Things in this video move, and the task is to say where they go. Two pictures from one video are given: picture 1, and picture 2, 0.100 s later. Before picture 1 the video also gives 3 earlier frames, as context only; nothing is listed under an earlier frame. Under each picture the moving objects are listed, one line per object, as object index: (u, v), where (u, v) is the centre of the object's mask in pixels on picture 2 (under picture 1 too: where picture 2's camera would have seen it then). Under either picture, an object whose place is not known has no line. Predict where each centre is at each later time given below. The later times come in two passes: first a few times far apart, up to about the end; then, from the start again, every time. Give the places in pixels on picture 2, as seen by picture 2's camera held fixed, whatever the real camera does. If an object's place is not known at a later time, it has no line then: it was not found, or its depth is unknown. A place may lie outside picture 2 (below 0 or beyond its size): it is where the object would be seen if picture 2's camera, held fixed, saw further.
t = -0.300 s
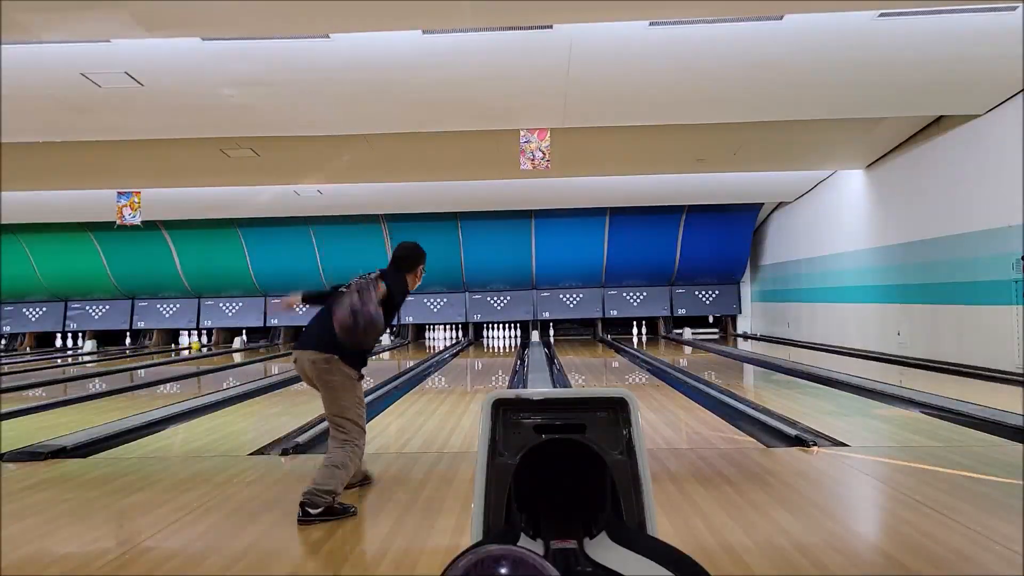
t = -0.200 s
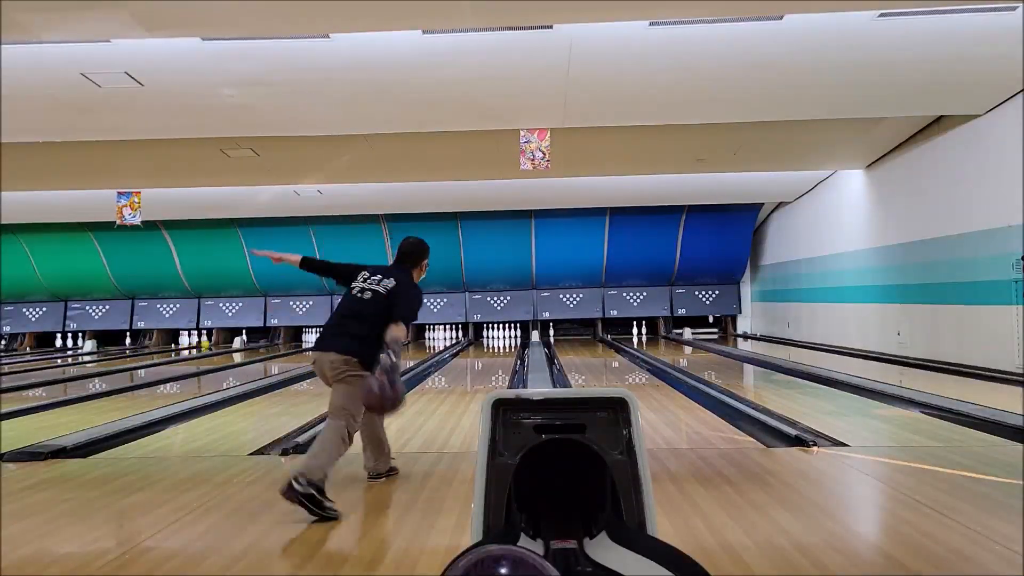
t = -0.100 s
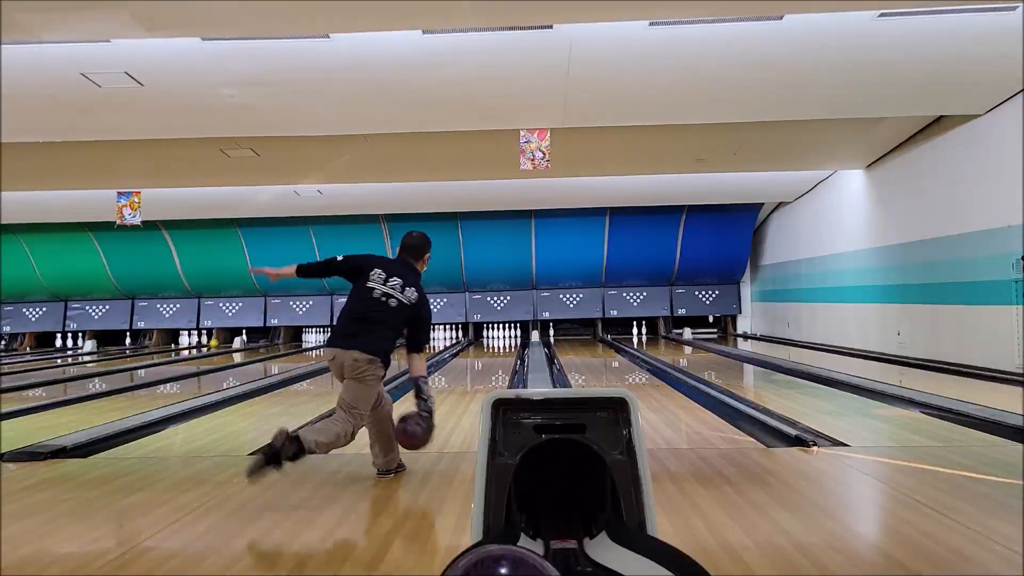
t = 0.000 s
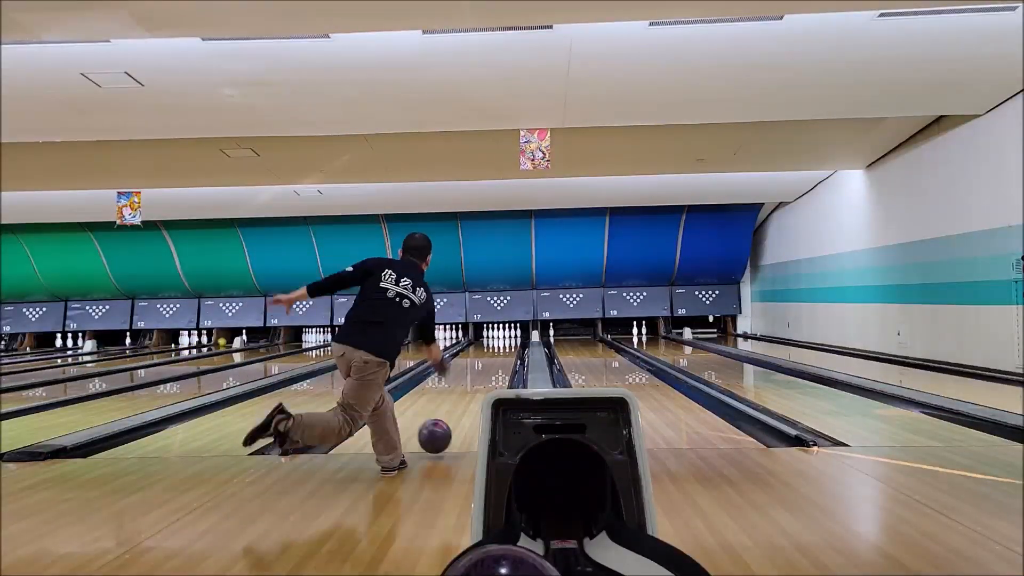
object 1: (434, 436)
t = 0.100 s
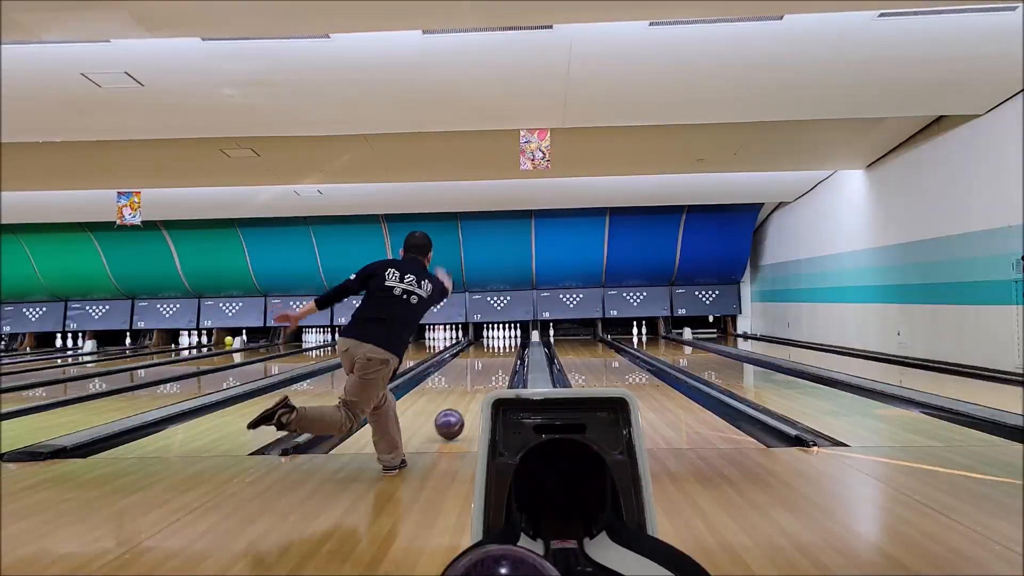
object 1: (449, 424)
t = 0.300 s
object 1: (469, 401)
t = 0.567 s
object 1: (486, 381)
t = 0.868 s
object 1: (498, 367)
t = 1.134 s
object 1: (504, 358)
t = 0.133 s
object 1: (453, 420)
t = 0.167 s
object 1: (457, 416)
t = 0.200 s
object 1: (460, 412)
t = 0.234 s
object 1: (464, 408)
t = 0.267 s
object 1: (467, 404)
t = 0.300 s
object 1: (469, 401)
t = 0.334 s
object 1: (472, 398)
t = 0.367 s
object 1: (474, 395)
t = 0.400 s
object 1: (476, 392)
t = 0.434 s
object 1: (479, 389)
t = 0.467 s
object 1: (481, 387)
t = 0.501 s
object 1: (483, 385)
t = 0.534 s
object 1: (485, 383)
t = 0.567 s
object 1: (486, 381)
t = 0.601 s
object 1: (488, 379)
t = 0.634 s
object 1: (489, 377)
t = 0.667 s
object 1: (491, 376)
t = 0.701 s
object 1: (492, 374)
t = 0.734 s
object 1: (493, 373)
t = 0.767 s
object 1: (494, 371)
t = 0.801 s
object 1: (496, 369)
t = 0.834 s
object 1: (497, 368)
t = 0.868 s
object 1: (498, 367)
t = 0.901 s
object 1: (498, 366)
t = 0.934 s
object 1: (499, 365)
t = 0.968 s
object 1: (500, 363)
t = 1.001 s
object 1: (501, 362)
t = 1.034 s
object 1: (502, 361)
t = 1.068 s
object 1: (502, 360)
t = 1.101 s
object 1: (503, 359)
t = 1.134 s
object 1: (504, 358)
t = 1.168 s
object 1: (504, 357)
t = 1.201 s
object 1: (505, 356)
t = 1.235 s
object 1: (505, 355)
